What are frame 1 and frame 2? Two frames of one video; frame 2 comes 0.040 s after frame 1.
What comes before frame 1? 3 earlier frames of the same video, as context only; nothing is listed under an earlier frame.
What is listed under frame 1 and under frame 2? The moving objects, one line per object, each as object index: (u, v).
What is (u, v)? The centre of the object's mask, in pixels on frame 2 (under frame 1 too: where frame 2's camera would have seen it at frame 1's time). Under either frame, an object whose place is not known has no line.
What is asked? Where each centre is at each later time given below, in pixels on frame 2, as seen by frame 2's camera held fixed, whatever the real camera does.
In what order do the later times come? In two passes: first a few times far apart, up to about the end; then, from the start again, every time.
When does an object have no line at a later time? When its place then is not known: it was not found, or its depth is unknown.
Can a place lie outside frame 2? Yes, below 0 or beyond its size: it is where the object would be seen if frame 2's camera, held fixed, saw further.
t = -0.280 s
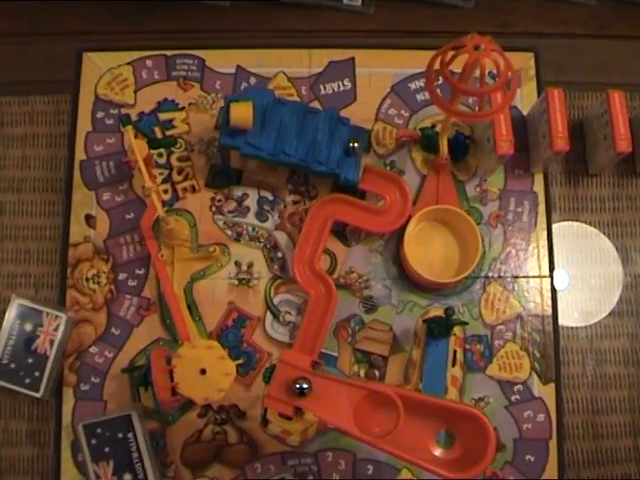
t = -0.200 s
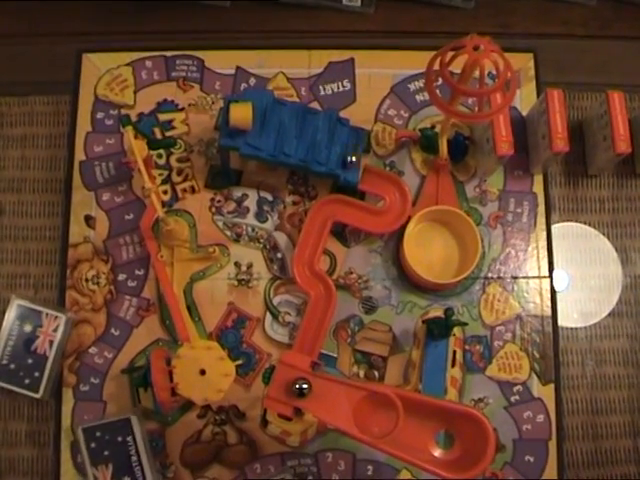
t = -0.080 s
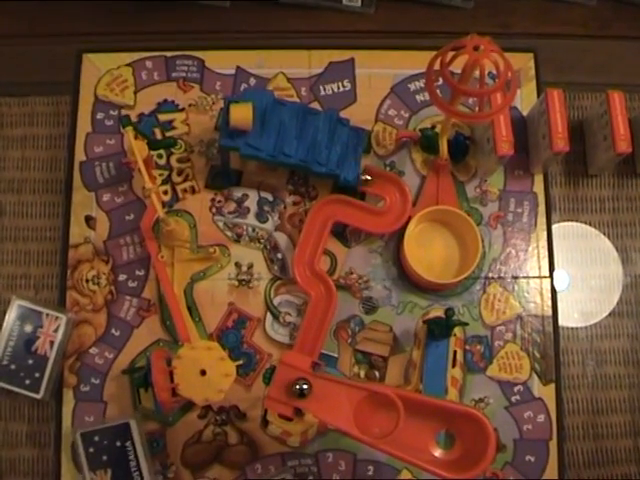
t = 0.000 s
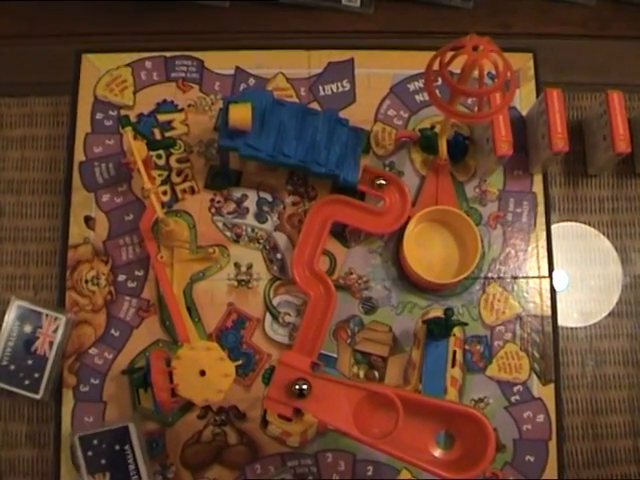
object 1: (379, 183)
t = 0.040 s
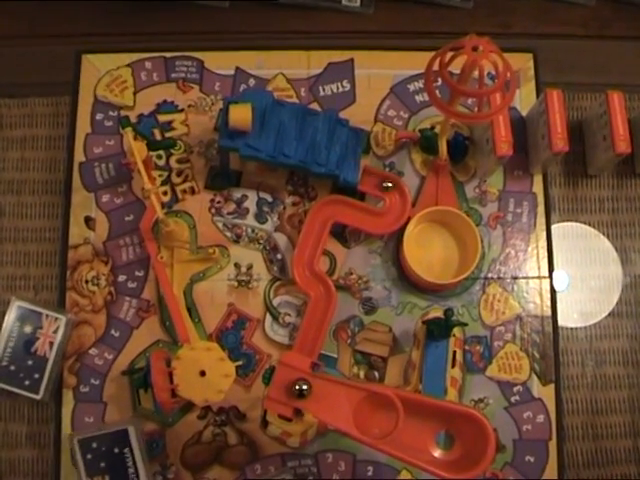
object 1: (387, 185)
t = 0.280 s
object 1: (375, 221)
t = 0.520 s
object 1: (323, 211)
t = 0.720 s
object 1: (304, 271)
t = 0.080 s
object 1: (393, 189)
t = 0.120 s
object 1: (396, 197)
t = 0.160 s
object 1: (397, 205)
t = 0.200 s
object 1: (393, 214)
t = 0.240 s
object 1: (385, 220)
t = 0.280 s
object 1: (375, 221)
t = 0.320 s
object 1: (366, 218)
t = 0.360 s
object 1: (357, 215)
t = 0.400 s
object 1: (348, 212)
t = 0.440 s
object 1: (340, 208)
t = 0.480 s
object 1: (332, 209)
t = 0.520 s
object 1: (323, 211)
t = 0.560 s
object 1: (319, 220)
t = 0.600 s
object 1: (315, 231)
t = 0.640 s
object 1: (310, 242)
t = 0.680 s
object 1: (306, 256)
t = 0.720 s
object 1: (304, 271)
